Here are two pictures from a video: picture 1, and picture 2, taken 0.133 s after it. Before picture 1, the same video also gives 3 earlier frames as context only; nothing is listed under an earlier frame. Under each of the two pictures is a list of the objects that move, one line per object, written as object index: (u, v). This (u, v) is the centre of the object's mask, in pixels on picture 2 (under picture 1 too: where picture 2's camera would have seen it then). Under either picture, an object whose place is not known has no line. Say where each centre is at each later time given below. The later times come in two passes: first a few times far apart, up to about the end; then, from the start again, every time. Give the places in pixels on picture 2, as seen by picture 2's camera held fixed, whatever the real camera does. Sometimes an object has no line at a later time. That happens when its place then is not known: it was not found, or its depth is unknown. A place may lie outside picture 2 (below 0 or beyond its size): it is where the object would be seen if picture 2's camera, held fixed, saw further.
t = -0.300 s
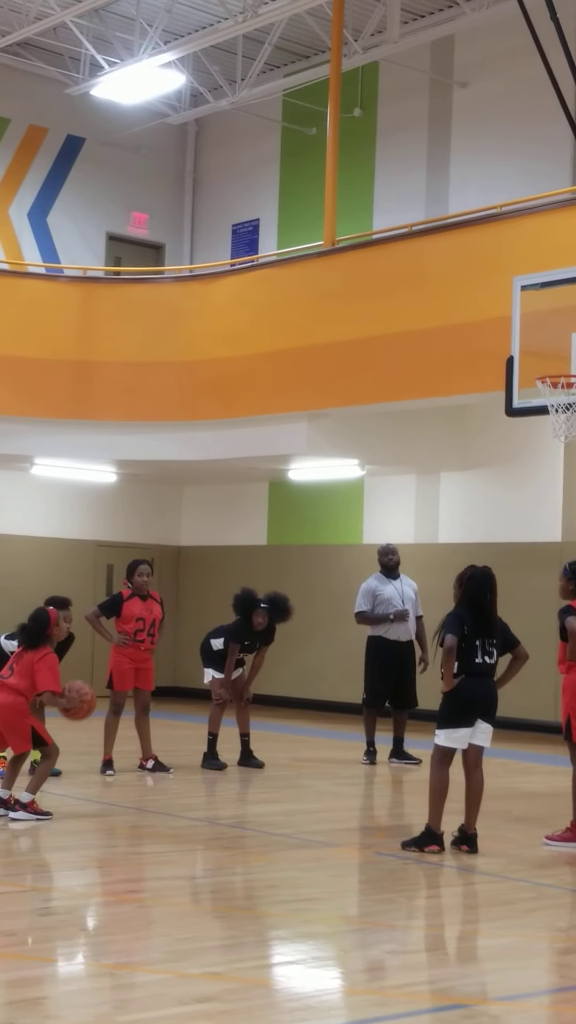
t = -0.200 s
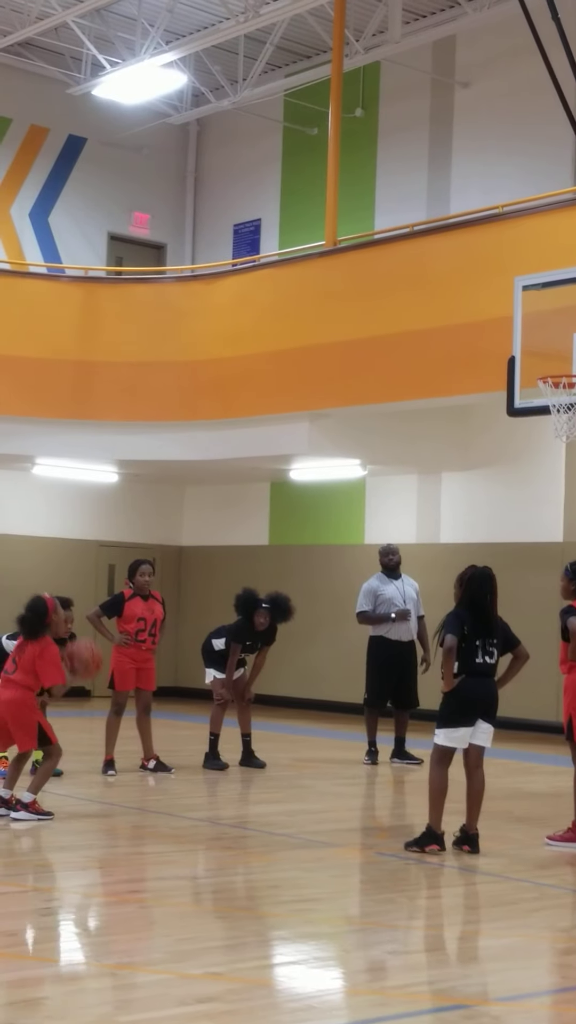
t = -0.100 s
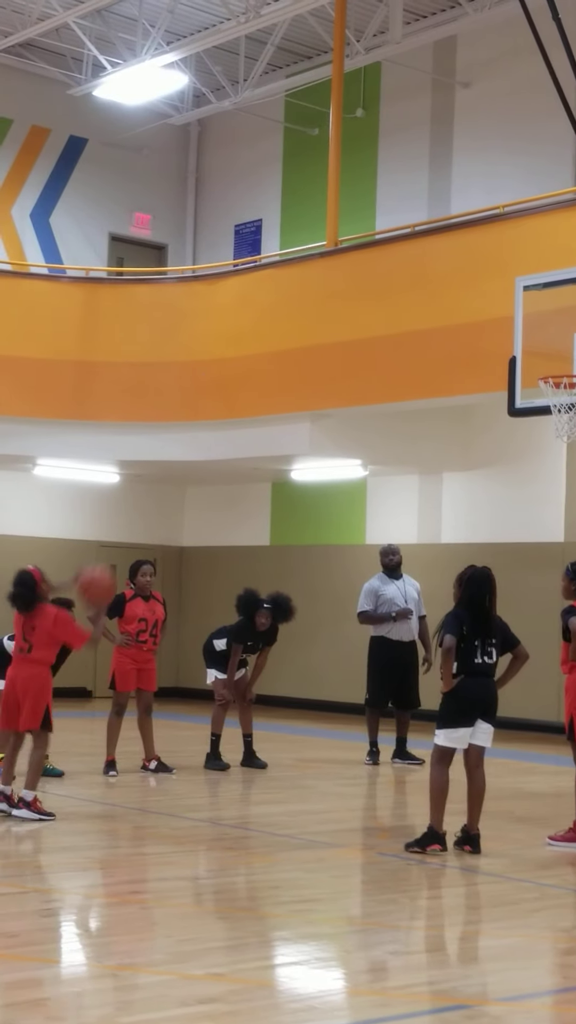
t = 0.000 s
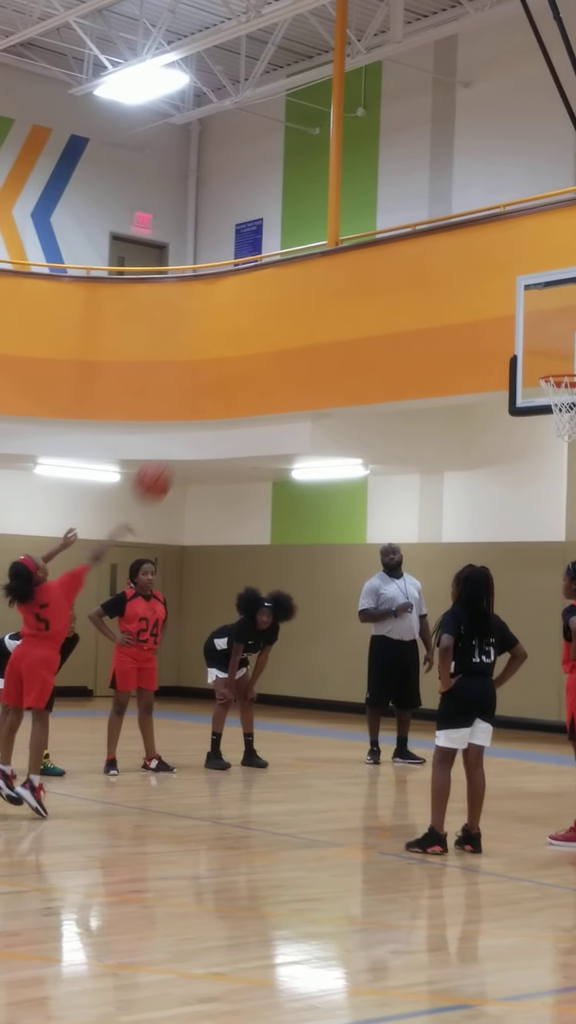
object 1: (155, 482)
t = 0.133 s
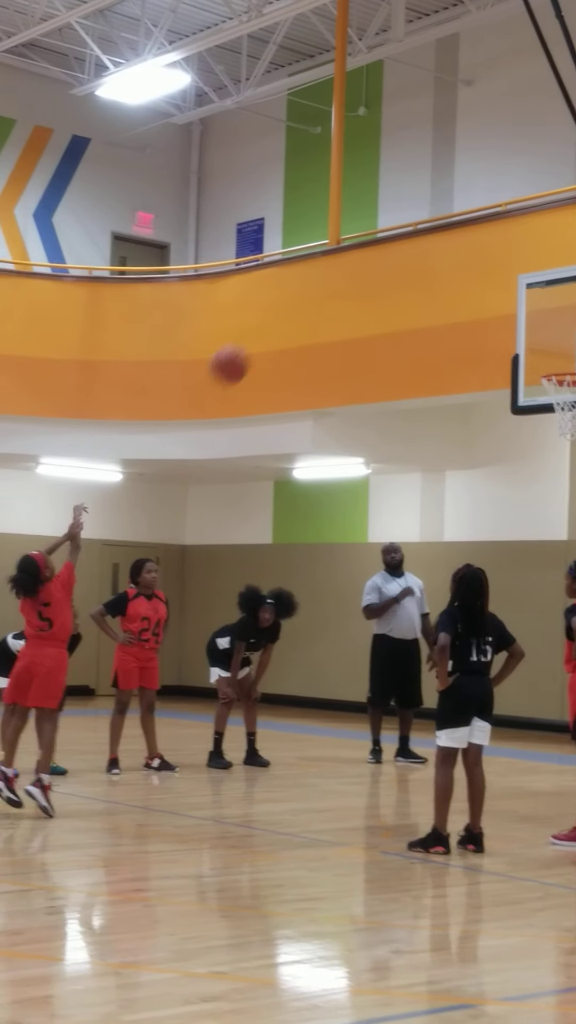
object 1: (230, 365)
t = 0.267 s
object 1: (299, 283)
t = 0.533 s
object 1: (424, 206)
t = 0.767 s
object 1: (521, 223)
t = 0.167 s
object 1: (248, 341)
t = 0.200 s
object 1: (266, 320)
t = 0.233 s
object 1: (282, 301)
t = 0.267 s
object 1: (299, 283)
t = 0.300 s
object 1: (316, 268)
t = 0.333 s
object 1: (332, 254)
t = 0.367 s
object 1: (347, 242)
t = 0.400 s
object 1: (364, 231)
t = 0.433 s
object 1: (379, 222)
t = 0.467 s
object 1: (395, 215)
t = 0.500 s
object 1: (410, 210)
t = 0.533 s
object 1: (424, 206)
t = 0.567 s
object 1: (439, 204)
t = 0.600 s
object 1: (453, 204)
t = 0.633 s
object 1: (467, 205)
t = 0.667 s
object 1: (481, 207)
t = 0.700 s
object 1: (495, 211)
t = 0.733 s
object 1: (508, 216)
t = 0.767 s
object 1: (521, 223)
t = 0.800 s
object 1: (535, 231)
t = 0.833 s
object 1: (547, 240)
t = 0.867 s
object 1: (557, 251)
